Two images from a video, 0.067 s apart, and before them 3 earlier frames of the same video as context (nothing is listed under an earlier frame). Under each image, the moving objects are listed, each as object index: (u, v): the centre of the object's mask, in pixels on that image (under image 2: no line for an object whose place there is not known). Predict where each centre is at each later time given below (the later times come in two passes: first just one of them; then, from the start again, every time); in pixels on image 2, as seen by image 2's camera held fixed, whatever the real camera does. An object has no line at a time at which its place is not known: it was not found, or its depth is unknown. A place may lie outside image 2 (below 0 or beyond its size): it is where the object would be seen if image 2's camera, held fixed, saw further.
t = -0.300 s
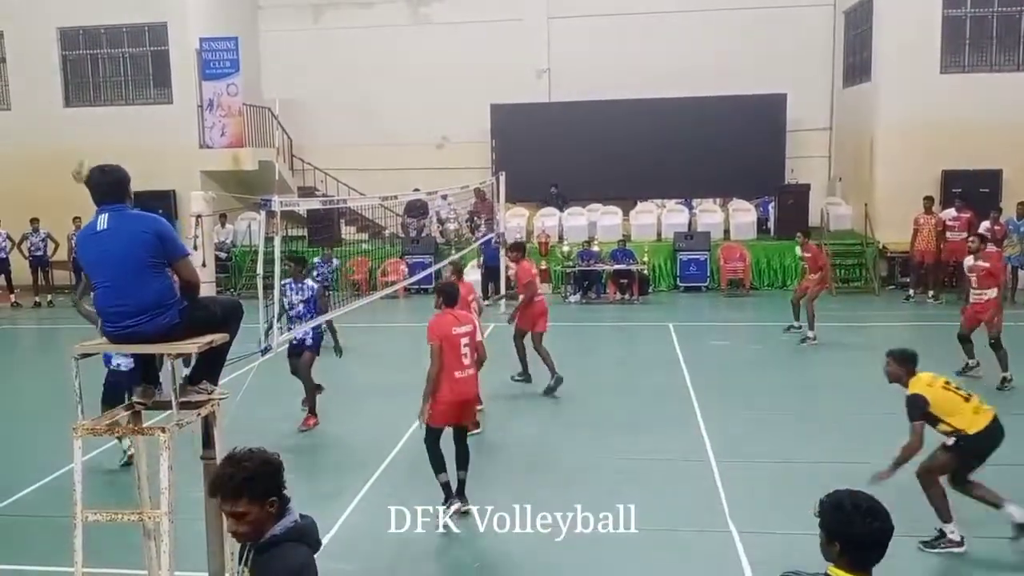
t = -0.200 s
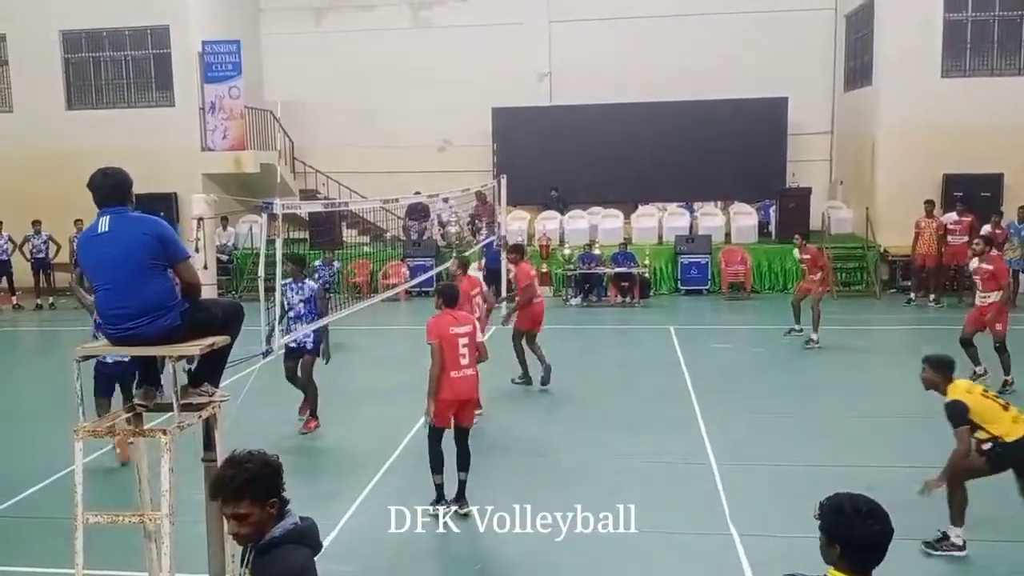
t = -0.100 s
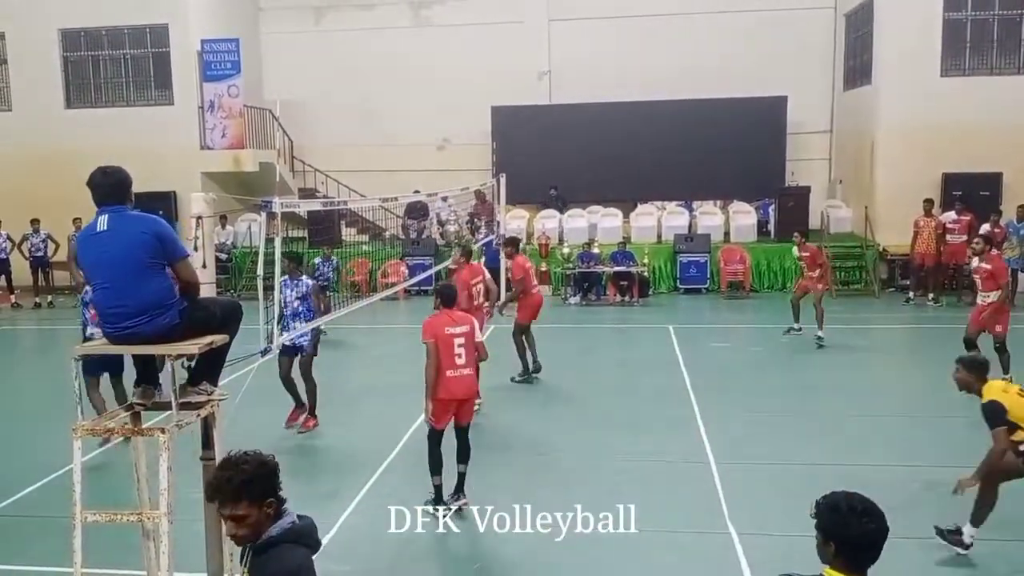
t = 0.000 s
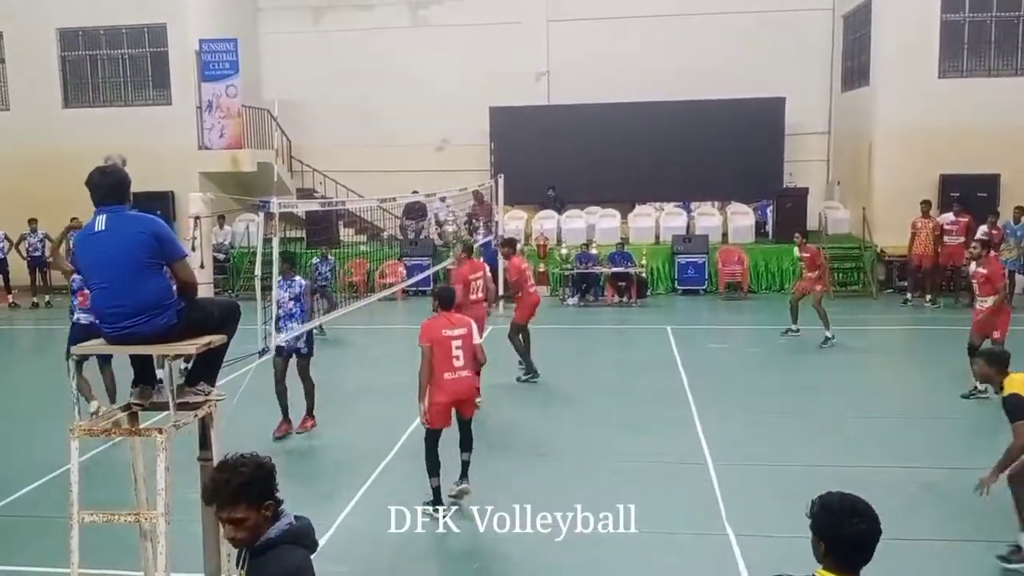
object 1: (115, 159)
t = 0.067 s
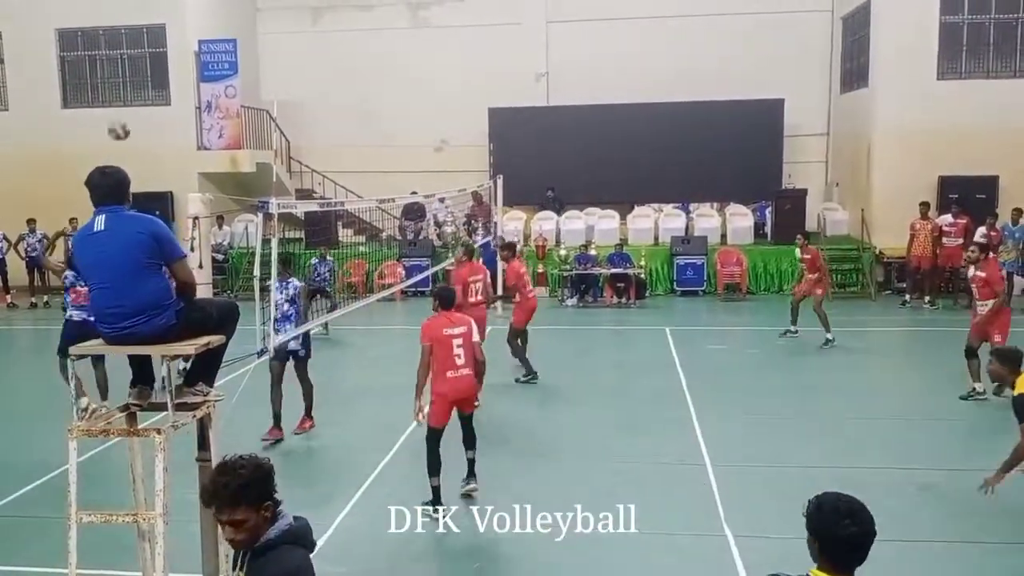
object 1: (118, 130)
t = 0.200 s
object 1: (129, 80)
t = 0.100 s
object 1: (121, 115)
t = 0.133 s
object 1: (123, 102)
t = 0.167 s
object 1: (128, 91)
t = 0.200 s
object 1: (129, 80)
